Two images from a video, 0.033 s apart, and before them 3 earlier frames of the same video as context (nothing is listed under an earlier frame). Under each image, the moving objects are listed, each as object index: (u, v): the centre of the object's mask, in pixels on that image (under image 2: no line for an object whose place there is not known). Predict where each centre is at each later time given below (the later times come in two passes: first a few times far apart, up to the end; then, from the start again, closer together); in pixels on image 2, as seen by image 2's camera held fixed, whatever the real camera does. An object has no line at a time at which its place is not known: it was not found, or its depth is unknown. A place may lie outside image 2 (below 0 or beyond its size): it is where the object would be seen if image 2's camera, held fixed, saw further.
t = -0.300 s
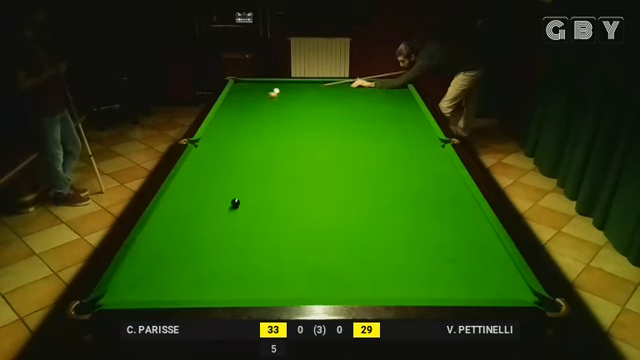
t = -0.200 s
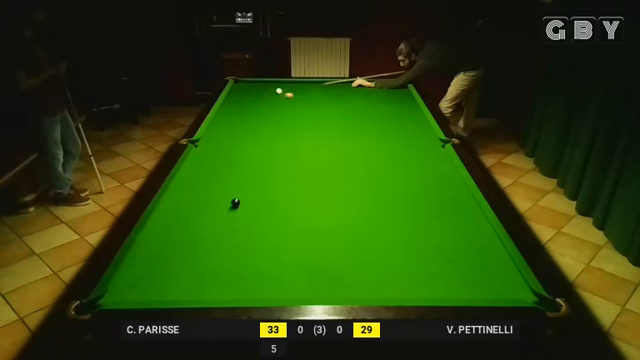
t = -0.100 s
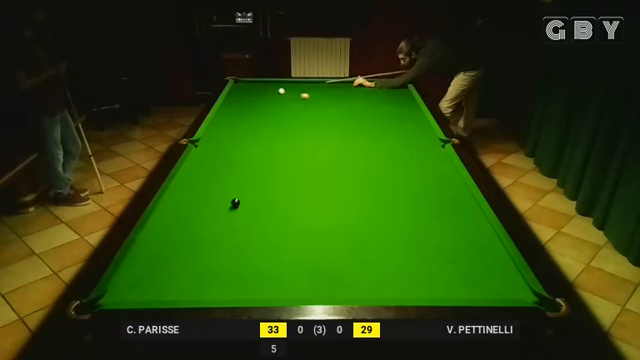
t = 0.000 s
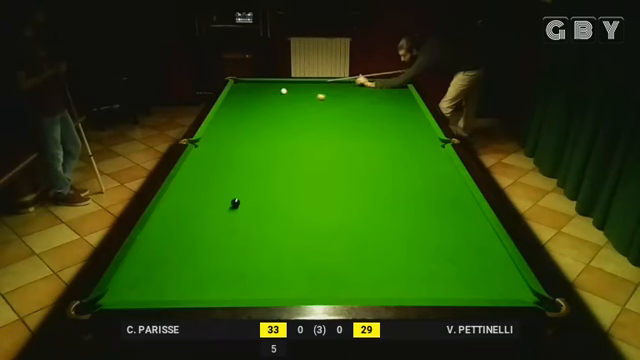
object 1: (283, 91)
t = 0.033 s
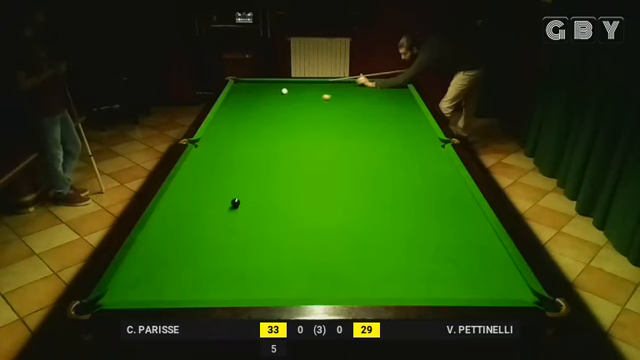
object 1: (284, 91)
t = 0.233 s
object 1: (288, 91)
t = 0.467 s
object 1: (293, 91)
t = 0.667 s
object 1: (297, 91)
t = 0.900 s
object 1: (300, 91)
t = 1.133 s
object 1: (304, 91)
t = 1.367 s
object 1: (306, 92)
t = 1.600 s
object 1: (308, 92)
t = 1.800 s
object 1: (309, 91)
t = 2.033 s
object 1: (310, 92)
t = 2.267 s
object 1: (310, 92)
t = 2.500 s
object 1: (310, 92)
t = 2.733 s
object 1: (310, 92)
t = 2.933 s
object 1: (310, 92)
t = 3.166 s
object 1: (310, 92)
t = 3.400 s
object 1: (310, 92)
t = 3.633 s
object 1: (310, 92)
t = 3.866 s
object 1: (310, 92)
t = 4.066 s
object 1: (310, 92)
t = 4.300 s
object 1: (310, 92)
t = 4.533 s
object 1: (310, 92)
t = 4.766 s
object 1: (310, 92)
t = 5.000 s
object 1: (310, 92)
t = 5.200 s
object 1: (310, 92)
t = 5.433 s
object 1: (310, 92)
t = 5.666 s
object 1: (310, 92)
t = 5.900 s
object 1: (310, 92)
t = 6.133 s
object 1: (310, 92)
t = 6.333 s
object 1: (310, 92)
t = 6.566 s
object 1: (310, 92)
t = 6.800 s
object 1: (310, 92)
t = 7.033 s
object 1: (310, 92)
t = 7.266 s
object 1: (310, 92)
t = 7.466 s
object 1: (310, 92)
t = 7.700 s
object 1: (310, 92)
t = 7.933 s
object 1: (310, 92)
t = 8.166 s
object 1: (310, 92)
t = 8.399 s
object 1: (310, 92)
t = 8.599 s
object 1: (310, 92)
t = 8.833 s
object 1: (310, 92)
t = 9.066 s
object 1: (310, 92)
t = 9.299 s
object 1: (310, 92)
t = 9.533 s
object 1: (310, 92)
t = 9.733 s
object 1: (310, 92)
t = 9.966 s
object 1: (310, 92)
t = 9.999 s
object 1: (310, 92)
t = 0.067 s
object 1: (285, 91)
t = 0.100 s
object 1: (286, 91)
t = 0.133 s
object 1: (286, 91)
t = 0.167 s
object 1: (287, 91)
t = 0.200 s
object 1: (288, 91)
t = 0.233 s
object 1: (288, 91)
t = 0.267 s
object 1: (289, 91)
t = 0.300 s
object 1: (290, 91)
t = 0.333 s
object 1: (290, 91)
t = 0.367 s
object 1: (291, 91)
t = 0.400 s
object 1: (292, 91)
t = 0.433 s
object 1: (292, 91)
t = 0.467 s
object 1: (293, 91)
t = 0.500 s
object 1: (294, 91)
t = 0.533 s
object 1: (294, 91)
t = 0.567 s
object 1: (295, 91)
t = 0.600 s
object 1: (295, 91)
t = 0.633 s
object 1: (296, 91)
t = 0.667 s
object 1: (297, 91)
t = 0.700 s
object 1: (297, 91)
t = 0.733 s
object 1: (298, 91)
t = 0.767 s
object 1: (298, 91)
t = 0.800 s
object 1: (299, 91)
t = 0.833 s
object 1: (299, 91)
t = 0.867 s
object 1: (300, 91)
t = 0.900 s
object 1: (300, 91)
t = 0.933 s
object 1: (301, 91)
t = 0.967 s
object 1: (301, 91)
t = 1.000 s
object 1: (302, 91)
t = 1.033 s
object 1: (302, 91)
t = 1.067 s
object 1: (303, 91)
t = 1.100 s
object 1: (303, 91)
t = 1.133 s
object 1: (304, 91)
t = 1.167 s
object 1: (304, 91)
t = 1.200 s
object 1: (304, 91)
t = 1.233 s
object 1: (305, 91)
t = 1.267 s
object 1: (305, 91)
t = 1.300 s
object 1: (305, 91)
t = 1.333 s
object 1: (306, 91)
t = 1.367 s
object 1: (306, 92)
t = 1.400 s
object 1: (306, 91)
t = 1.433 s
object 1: (307, 91)
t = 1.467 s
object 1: (307, 92)
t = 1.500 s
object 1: (307, 92)
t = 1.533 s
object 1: (307, 92)
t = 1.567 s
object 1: (308, 92)
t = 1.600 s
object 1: (308, 92)
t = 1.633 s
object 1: (308, 92)
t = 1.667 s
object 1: (309, 91)
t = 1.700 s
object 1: (309, 92)
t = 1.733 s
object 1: (309, 91)
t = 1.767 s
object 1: (309, 91)
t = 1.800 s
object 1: (309, 91)
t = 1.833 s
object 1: (309, 92)
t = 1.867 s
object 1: (310, 92)
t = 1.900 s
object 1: (310, 92)
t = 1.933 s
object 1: (310, 92)
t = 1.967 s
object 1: (310, 92)
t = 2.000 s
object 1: (310, 92)
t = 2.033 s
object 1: (310, 92)
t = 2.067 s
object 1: (310, 92)
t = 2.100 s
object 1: (310, 92)
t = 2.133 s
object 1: (310, 92)
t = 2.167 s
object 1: (310, 92)
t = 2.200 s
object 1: (310, 92)
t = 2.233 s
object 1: (310, 91)
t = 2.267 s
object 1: (310, 92)
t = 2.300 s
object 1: (310, 92)
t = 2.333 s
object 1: (310, 92)
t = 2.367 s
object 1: (310, 92)
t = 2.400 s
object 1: (310, 92)
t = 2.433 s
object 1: (310, 92)
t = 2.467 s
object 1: (310, 92)
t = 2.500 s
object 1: (310, 92)
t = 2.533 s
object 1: (310, 92)
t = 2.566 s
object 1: (310, 92)
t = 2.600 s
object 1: (310, 92)
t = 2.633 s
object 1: (310, 92)
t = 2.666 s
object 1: (310, 92)
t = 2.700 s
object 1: (310, 92)
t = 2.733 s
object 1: (310, 92)
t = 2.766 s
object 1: (310, 92)
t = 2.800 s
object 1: (310, 92)
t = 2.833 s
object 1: (310, 92)
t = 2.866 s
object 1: (310, 92)
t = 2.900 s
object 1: (310, 92)
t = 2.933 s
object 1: (310, 92)
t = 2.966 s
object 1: (310, 92)
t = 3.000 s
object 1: (310, 92)
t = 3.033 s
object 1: (310, 92)
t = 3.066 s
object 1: (310, 92)
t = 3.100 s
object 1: (310, 92)
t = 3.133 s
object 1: (310, 92)
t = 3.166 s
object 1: (310, 92)
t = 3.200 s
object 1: (310, 92)
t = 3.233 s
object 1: (310, 92)
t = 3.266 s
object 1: (310, 92)
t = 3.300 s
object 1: (310, 92)
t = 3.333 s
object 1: (310, 92)
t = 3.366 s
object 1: (310, 92)
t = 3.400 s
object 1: (310, 92)
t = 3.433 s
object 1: (310, 92)
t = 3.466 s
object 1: (310, 92)
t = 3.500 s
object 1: (310, 92)
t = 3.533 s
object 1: (310, 92)
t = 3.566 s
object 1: (310, 92)
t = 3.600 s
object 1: (310, 92)
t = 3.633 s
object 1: (310, 92)
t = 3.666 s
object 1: (310, 92)
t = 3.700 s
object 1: (310, 92)
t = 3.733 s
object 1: (310, 92)
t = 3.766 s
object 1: (310, 92)
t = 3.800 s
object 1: (310, 92)
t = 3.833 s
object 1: (310, 92)
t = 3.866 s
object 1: (310, 92)
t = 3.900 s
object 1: (310, 92)
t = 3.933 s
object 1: (310, 92)
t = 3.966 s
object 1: (310, 92)
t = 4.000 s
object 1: (310, 92)
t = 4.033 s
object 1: (310, 92)
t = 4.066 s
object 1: (310, 92)
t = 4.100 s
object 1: (310, 92)
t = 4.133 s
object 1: (310, 92)
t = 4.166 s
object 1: (310, 92)
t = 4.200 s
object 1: (310, 92)
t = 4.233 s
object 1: (310, 92)
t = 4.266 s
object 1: (310, 92)
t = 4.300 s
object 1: (310, 92)
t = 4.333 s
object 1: (310, 92)
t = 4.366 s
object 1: (310, 92)
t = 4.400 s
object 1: (310, 92)
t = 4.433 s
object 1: (310, 92)
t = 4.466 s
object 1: (310, 92)
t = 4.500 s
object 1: (310, 92)
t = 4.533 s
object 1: (310, 92)
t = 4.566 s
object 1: (310, 92)
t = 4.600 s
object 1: (310, 92)
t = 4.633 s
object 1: (310, 92)
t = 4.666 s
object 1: (310, 92)
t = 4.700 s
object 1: (310, 92)
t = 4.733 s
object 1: (310, 92)
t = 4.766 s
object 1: (310, 92)
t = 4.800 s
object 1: (310, 92)
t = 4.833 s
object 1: (310, 92)
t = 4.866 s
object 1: (310, 92)
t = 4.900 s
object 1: (310, 92)
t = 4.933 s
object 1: (310, 92)
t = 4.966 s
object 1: (310, 92)
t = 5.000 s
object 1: (310, 92)
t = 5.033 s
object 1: (310, 92)
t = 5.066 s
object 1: (310, 92)
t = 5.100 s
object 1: (310, 92)
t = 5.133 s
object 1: (310, 92)
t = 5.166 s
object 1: (310, 92)
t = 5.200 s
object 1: (310, 92)
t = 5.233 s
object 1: (310, 92)
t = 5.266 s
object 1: (310, 92)
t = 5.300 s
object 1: (310, 92)
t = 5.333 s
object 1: (310, 92)
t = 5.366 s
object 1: (310, 92)
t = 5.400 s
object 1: (310, 92)
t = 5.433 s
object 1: (310, 92)
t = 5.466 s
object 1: (310, 92)
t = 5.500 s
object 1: (310, 92)
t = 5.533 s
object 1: (310, 92)
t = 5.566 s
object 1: (310, 92)
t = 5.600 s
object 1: (310, 92)
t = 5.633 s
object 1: (310, 92)
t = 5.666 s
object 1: (310, 92)
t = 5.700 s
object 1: (310, 92)
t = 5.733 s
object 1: (310, 92)
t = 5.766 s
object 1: (310, 92)
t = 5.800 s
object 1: (310, 92)
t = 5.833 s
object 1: (310, 92)
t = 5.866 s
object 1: (310, 92)
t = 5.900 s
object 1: (310, 92)
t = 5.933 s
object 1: (310, 92)
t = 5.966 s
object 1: (310, 92)
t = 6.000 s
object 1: (310, 92)
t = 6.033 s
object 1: (310, 92)
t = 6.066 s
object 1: (310, 92)
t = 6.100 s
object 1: (310, 92)
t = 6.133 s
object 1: (310, 92)
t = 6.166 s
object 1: (310, 92)
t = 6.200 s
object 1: (310, 92)
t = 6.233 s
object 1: (310, 92)
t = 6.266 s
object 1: (310, 92)
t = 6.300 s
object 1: (310, 92)
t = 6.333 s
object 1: (310, 92)
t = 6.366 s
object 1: (310, 92)
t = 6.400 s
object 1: (310, 92)
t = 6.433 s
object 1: (310, 92)
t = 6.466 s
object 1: (310, 92)
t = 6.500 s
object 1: (310, 92)
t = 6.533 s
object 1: (310, 92)
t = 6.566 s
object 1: (310, 92)
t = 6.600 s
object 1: (310, 92)
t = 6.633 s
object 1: (310, 92)
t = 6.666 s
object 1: (310, 92)
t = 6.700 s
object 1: (310, 92)
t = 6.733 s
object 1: (310, 92)
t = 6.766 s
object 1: (310, 92)
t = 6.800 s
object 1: (310, 92)
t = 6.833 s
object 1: (310, 92)
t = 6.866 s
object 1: (310, 92)
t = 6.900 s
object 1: (310, 92)
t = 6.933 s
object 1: (310, 92)
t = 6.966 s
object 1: (310, 92)
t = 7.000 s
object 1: (310, 92)
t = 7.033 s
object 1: (310, 92)
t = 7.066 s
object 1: (310, 92)
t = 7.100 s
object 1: (310, 92)
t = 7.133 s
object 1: (310, 92)
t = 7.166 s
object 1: (310, 92)
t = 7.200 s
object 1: (310, 92)
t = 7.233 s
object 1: (310, 92)
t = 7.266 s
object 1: (310, 92)
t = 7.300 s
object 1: (310, 92)
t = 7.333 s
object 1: (310, 92)
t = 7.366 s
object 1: (310, 92)
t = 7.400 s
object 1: (310, 92)
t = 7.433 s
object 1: (310, 92)
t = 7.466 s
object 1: (310, 92)
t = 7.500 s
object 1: (310, 92)
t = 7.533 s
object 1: (310, 92)
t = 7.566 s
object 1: (310, 92)
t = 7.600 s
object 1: (310, 92)
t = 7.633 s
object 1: (310, 92)
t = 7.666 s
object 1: (310, 92)
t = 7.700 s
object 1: (310, 92)
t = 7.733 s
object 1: (310, 92)
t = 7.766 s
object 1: (310, 92)
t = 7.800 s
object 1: (310, 92)
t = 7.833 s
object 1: (310, 92)
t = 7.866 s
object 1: (310, 92)
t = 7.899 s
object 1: (310, 92)
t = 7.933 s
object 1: (310, 92)
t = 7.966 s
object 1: (310, 92)
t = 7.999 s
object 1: (310, 92)
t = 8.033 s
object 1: (310, 92)
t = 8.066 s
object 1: (310, 92)
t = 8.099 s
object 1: (310, 92)
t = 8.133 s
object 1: (310, 92)
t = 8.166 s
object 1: (310, 92)
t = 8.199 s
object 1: (310, 92)
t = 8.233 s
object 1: (310, 92)
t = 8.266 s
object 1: (310, 92)
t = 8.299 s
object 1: (310, 92)
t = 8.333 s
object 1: (310, 92)
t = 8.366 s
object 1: (310, 92)
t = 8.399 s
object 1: (310, 92)
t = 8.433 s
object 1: (310, 92)
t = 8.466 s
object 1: (310, 92)
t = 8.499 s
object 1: (310, 92)
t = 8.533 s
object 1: (310, 92)
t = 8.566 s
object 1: (310, 92)
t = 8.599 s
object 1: (310, 92)
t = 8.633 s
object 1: (310, 92)
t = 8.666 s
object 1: (310, 92)
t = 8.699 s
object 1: (310, 92)
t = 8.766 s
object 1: (310, 92)
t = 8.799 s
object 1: (310, 92)
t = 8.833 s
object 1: (310, 92)
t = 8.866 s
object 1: (310, 92)
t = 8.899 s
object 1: (310, 92)
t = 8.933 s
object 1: (310, 92)
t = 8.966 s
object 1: (310, 92)
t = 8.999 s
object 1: (310, 92)
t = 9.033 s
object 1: (310, 92)
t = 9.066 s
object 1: (310, 92)
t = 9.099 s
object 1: (310, 92)
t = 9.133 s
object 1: (310, 92)
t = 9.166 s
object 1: (310, 92)
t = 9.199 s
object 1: (310, 92)
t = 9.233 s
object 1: (310, 92)
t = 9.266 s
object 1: (310, 92)
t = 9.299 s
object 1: (310, 92)
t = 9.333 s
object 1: (310, 92)
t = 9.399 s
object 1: (310, 92)
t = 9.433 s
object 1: (310, 92)
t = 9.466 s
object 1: (310, 92)
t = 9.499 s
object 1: (310, 92)
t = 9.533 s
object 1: (310, 92)
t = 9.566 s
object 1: (310, 92)
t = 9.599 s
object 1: (310, 92)
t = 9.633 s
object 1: (310, 92)
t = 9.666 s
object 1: (310, 92)
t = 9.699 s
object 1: (310, 92)
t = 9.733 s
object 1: (310, 92)
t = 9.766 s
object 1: (310, 92)
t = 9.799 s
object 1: (310, 92)
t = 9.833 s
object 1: (310, 92)
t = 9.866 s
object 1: (310, 92)
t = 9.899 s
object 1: (310, 92)
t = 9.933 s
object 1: (310, 92)
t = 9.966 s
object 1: (310, 92)
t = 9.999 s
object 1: (310, 92)
